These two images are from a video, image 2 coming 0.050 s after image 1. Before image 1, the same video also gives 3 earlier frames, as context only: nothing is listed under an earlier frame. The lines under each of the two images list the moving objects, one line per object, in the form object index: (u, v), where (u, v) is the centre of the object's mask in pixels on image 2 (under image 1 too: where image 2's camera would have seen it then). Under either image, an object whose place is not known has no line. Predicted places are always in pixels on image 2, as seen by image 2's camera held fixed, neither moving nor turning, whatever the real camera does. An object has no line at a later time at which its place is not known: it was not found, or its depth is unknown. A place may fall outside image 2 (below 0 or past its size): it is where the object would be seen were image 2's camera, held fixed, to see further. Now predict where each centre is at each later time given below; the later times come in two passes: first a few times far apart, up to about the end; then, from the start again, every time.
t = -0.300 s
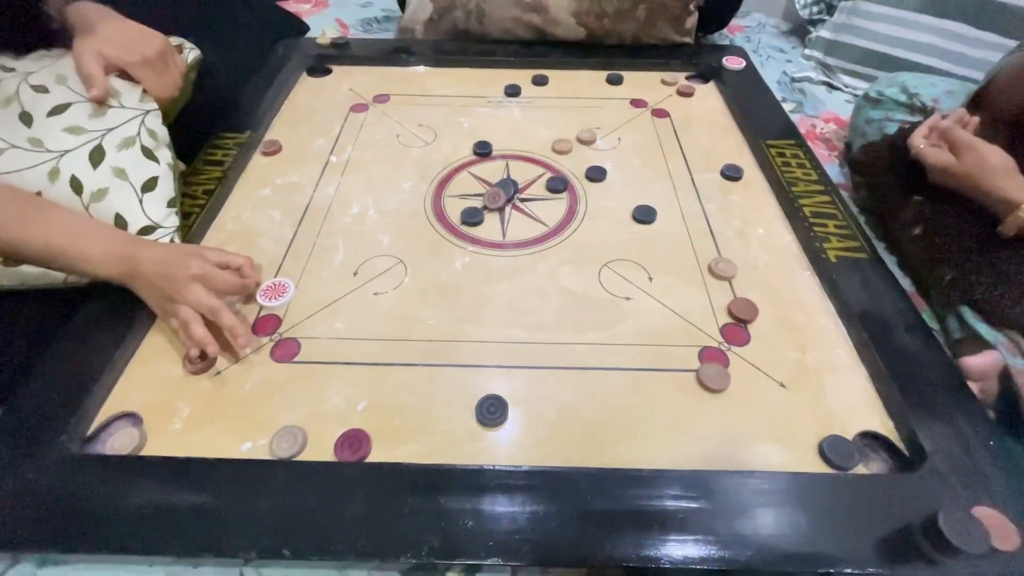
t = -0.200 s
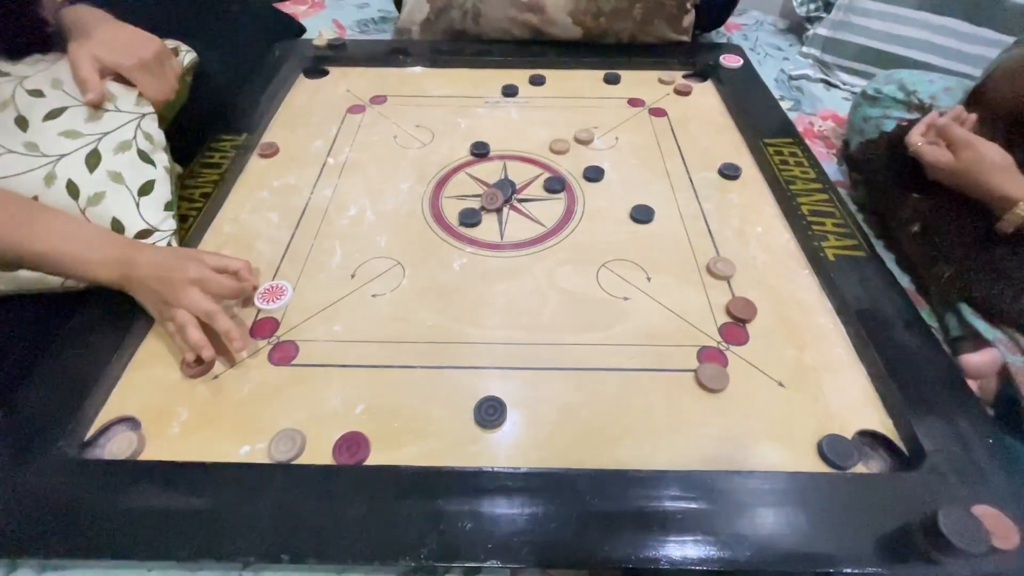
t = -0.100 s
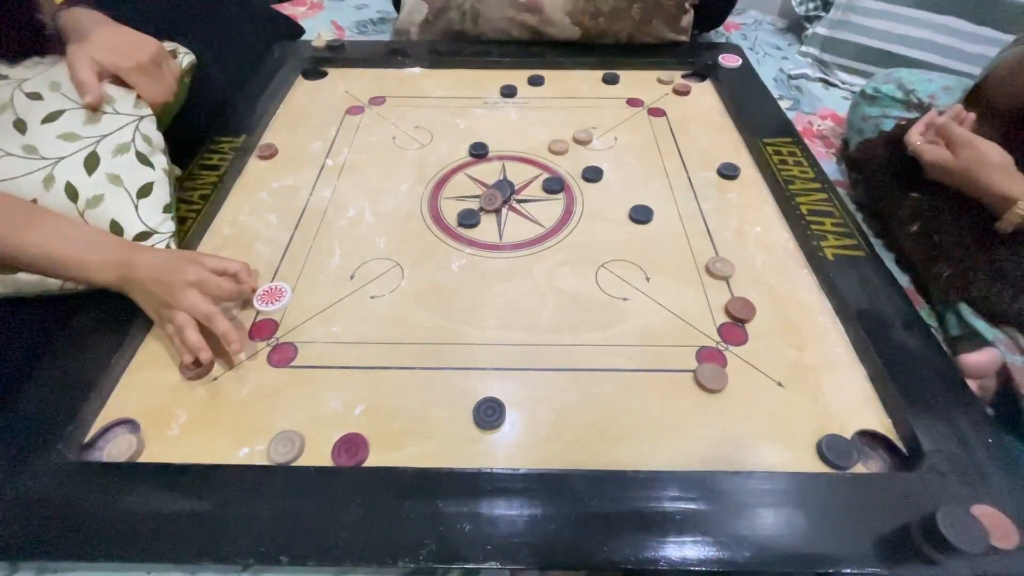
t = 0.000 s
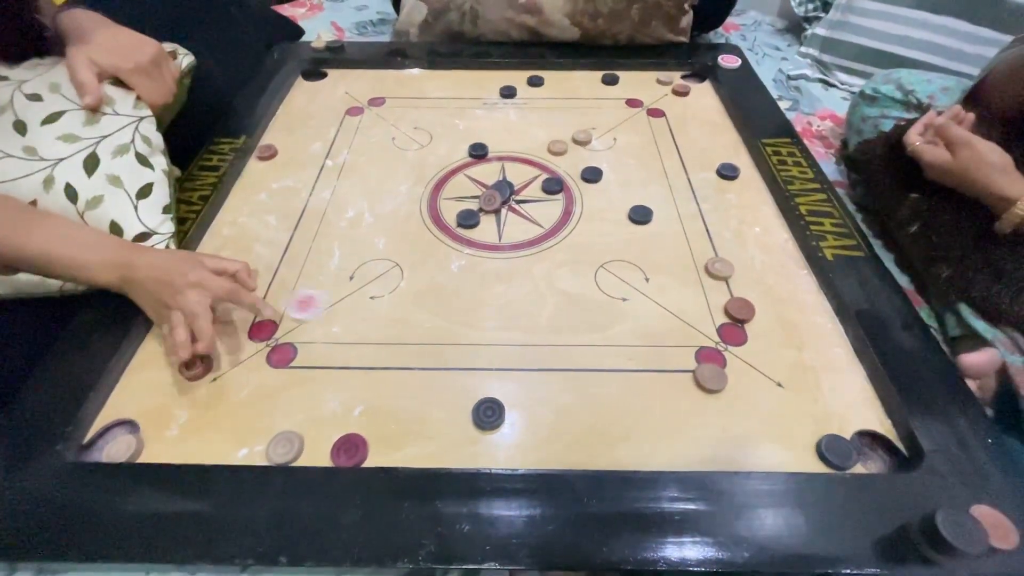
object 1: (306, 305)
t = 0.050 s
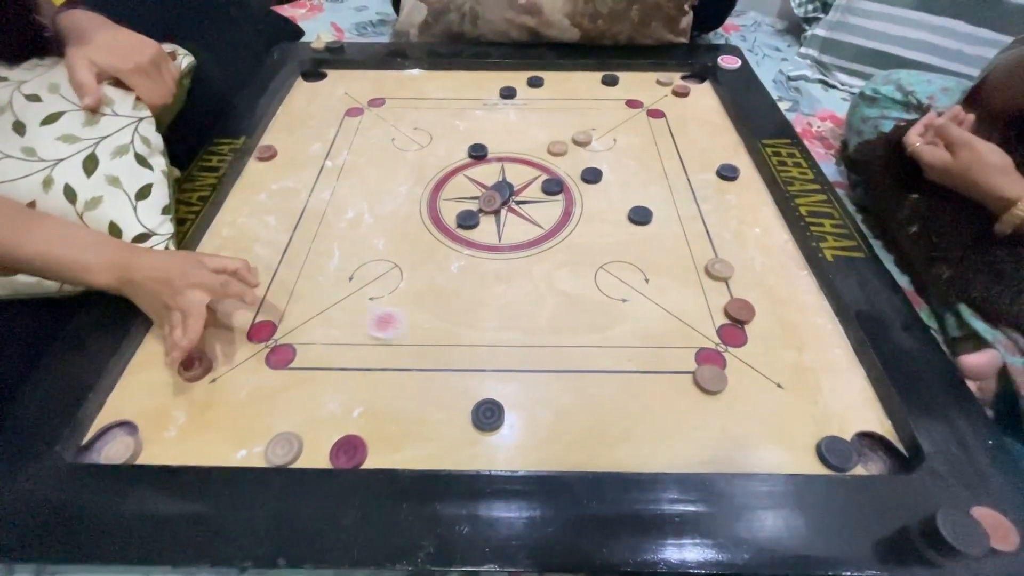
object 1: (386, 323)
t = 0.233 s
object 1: (667, 380)
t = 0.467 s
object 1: (791, 431)
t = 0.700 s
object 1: (796, 431)
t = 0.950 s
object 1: (796, 432)
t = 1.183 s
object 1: (796, 432)
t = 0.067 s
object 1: (413, 329)
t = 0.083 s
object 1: (438, 334)
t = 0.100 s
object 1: (465, 339)
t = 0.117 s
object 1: (490, 344)
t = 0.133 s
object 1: (517, 350)
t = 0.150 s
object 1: (543, 355)
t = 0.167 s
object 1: (569, 360)
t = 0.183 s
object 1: (594, 365)
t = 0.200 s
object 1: (619, 370)
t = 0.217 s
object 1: (643, 376)
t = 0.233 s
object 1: (667, 380)
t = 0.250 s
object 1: (683, 385)
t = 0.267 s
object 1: (696, 391)
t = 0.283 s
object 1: (708, 395)
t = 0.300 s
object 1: (719, 399)
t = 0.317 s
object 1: (730, 404)
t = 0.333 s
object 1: (741, 408)
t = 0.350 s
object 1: (750, 412)
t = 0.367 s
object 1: (758, 416)
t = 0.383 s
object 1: (766, 419)
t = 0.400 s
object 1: (773, 422)
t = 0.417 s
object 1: (778, 425)
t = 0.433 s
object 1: (784, 427)
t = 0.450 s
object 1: (787, 429)
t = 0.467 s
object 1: (791, 431)
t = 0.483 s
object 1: (793, 431)
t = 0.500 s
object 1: (795, 431)
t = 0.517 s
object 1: (796, 431)
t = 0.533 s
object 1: (796, 431)
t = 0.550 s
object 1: (796, 431)
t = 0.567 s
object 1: (796, 431)
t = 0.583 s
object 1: (796, 432)
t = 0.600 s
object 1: (796, 432)
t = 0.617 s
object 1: (796, 432)
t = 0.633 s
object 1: (796, 432)
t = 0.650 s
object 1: (796, 432)
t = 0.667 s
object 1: (796, 431)
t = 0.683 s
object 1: (796, 431)
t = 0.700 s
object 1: (796, 431)
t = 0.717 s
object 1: (796, 431)
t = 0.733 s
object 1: (796, 431)
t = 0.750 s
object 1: (796, 431)
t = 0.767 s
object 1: (796, 431)
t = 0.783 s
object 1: (796, 432)
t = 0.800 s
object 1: (796, 431)
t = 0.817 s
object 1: (796, 431)
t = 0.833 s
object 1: (796, 431)
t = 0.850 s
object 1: (796, 431)
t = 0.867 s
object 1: (796, 431)
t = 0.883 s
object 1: (797, 431)
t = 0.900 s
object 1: (796, 431)
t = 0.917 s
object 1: (796, 432)
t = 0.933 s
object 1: (796, 432)
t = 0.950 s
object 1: (796, 432)
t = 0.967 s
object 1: (796, 432)
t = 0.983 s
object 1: (796, 432)
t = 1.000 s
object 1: (796, 432)
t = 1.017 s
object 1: (796, 432)
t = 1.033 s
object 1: (796, 432)
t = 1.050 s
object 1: (796, 432)
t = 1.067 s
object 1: (796, 432)
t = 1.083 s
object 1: (796, 432)
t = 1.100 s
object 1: (796, 432)
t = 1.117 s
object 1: (796, 432)
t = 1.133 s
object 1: (796, 432)
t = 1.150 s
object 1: (796, 432)
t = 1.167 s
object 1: (796, 431)
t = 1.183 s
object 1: (796, 432)
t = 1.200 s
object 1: (796, 432)
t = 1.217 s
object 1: (796, 431)
